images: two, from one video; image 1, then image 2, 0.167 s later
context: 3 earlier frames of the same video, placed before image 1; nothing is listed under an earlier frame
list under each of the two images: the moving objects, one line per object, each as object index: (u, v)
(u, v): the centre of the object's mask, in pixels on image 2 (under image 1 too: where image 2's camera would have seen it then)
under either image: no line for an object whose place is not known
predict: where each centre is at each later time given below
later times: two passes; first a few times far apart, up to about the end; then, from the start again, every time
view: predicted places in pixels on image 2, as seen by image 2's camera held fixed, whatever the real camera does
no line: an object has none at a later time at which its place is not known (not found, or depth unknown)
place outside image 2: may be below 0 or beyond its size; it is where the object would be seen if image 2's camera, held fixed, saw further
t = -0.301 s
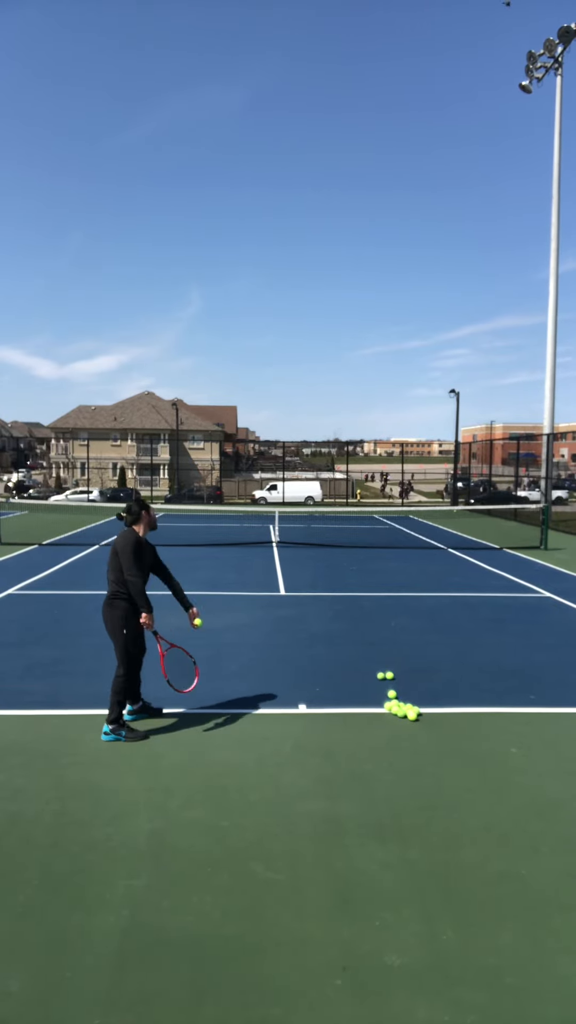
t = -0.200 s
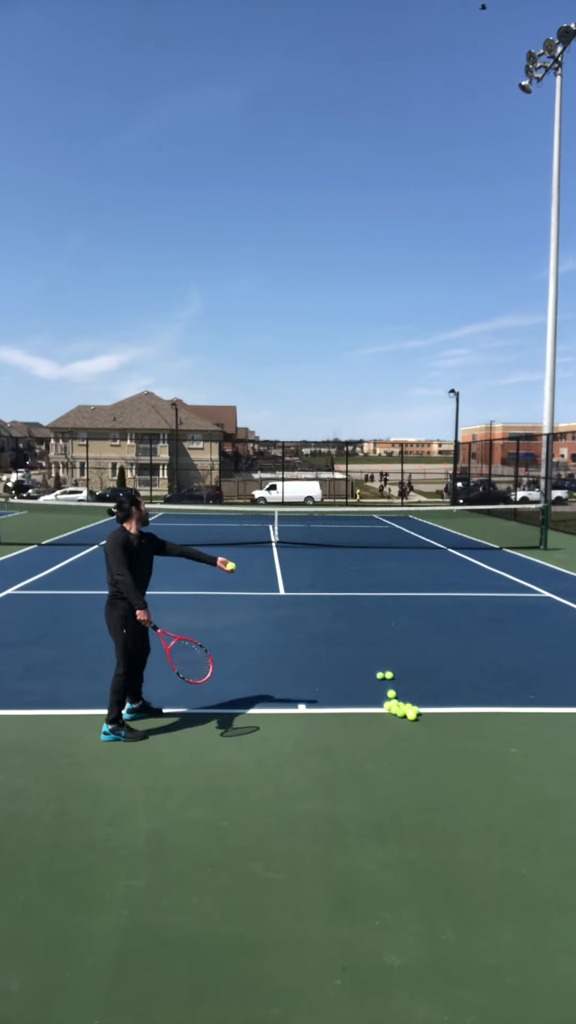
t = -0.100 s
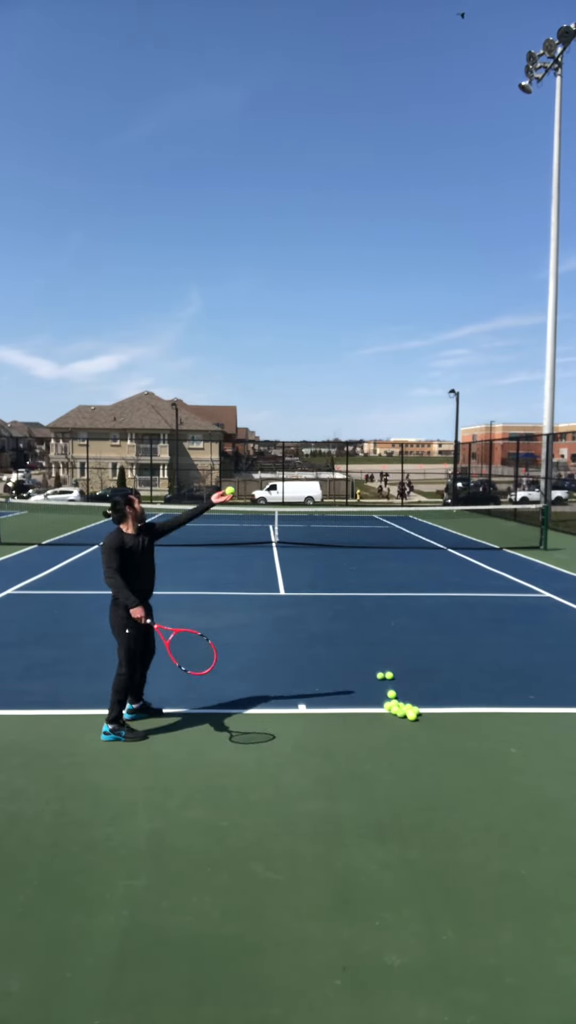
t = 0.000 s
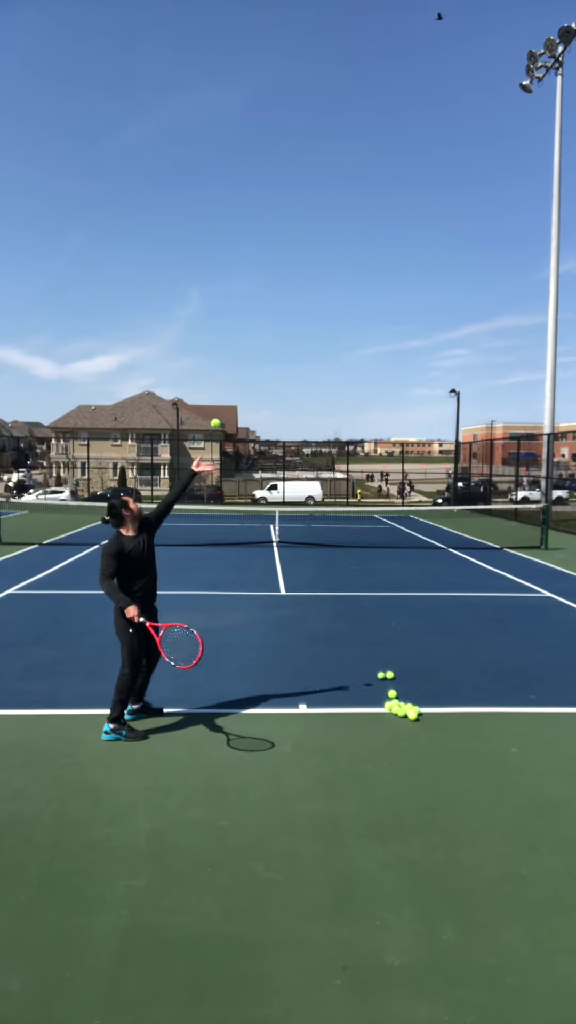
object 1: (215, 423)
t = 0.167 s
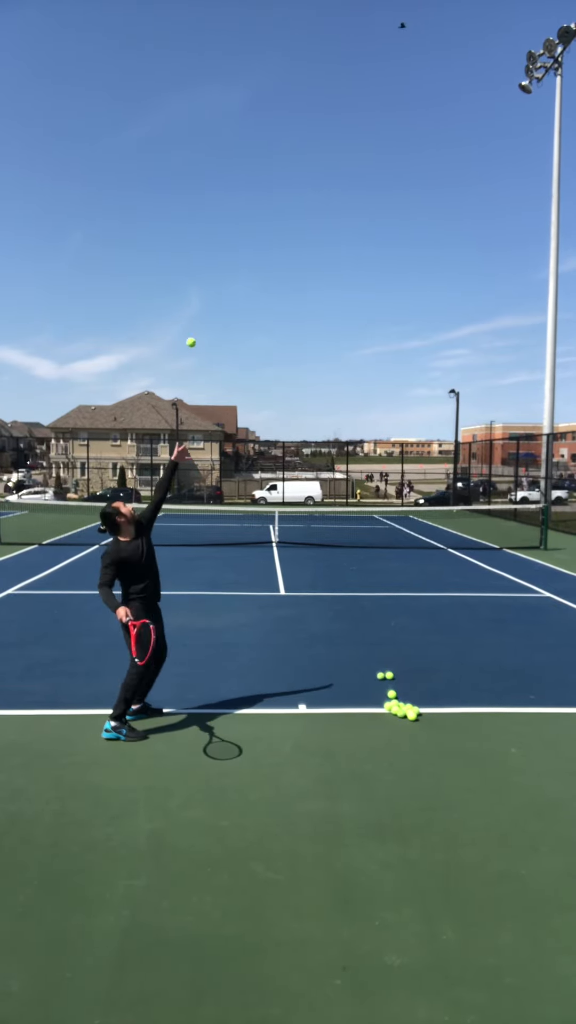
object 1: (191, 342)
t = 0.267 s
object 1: (177, 311)
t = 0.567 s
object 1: (139, 304)
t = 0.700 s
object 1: (124, 339)
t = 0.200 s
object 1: (186, 329)
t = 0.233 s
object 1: (181, 320)
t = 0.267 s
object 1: (177, 311)
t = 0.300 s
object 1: (173, 304)
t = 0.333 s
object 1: (168, 299)
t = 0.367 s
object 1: (163, 295)
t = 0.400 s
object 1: (159, 293)
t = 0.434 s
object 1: (155, 292)
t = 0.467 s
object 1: (150, 293)
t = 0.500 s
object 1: (147, 295)
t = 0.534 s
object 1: (143, 298)
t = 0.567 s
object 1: (139, 304)
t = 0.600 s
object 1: (135, 310)
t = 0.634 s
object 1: (131, 318)
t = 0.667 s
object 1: (127, 328)
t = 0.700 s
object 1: (124, 339)
